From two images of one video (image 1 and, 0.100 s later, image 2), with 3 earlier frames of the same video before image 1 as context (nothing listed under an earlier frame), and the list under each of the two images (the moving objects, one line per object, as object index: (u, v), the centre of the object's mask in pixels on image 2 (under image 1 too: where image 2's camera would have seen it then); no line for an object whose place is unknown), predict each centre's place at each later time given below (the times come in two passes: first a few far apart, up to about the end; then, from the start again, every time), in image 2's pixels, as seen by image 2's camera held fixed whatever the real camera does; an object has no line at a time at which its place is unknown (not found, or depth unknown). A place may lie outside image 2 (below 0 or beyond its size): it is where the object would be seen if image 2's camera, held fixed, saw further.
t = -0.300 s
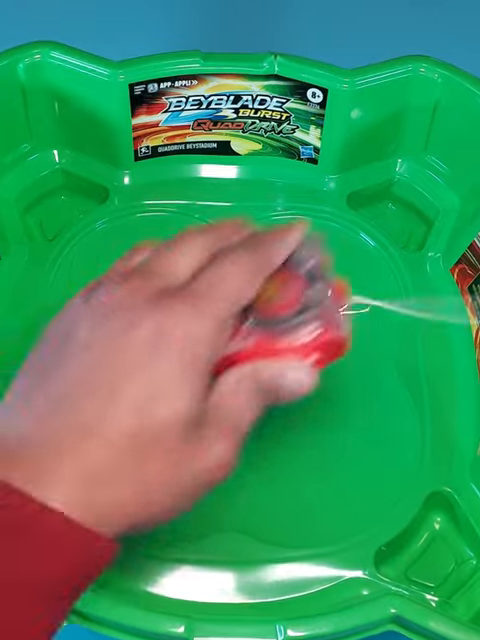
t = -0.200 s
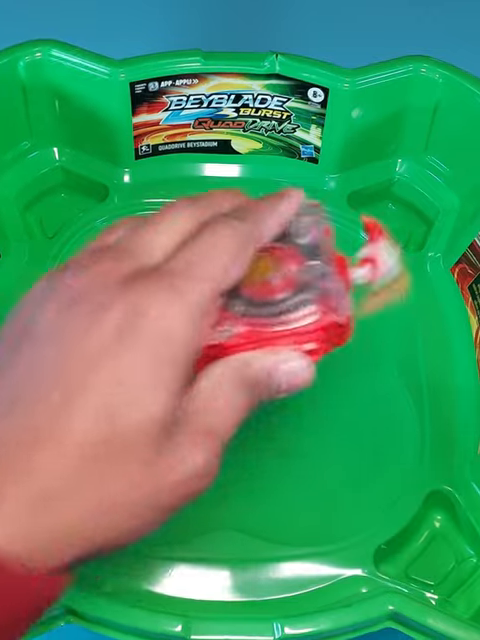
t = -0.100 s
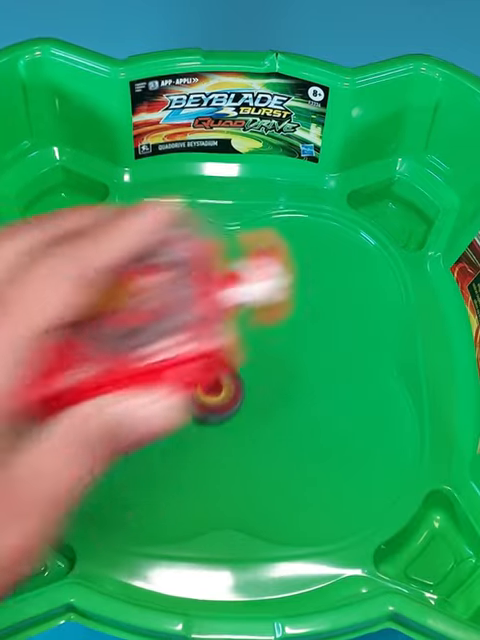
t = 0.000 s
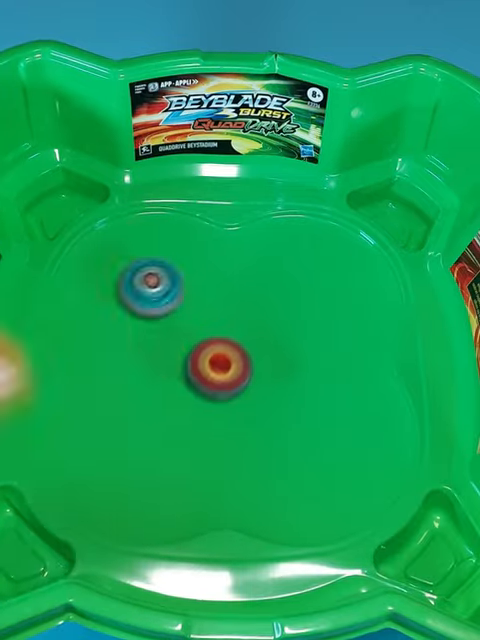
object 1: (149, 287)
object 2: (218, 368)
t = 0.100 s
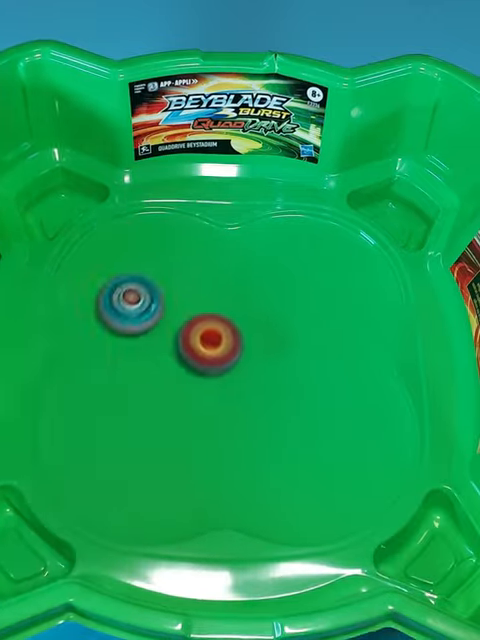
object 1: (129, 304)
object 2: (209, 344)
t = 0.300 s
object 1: (16, 282)
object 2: (356, 346)
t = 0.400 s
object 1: (18, 314)
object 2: (354, 324)
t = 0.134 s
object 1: (126, 311)
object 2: (203, 337)
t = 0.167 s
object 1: (123, 318)
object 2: (196, 332)
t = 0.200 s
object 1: (109, 322)
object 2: (198, 329)
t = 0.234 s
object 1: (47, 313)
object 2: (255, 336)
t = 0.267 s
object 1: (27, 294)
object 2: (308, 342)
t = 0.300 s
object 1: (16, 282)
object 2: (356, 346)
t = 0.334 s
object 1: (17, 282)
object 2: (387, 345)
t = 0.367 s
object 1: (16, 294)
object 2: (371, 330)
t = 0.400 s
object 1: (18, 314)
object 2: (354, 324)
